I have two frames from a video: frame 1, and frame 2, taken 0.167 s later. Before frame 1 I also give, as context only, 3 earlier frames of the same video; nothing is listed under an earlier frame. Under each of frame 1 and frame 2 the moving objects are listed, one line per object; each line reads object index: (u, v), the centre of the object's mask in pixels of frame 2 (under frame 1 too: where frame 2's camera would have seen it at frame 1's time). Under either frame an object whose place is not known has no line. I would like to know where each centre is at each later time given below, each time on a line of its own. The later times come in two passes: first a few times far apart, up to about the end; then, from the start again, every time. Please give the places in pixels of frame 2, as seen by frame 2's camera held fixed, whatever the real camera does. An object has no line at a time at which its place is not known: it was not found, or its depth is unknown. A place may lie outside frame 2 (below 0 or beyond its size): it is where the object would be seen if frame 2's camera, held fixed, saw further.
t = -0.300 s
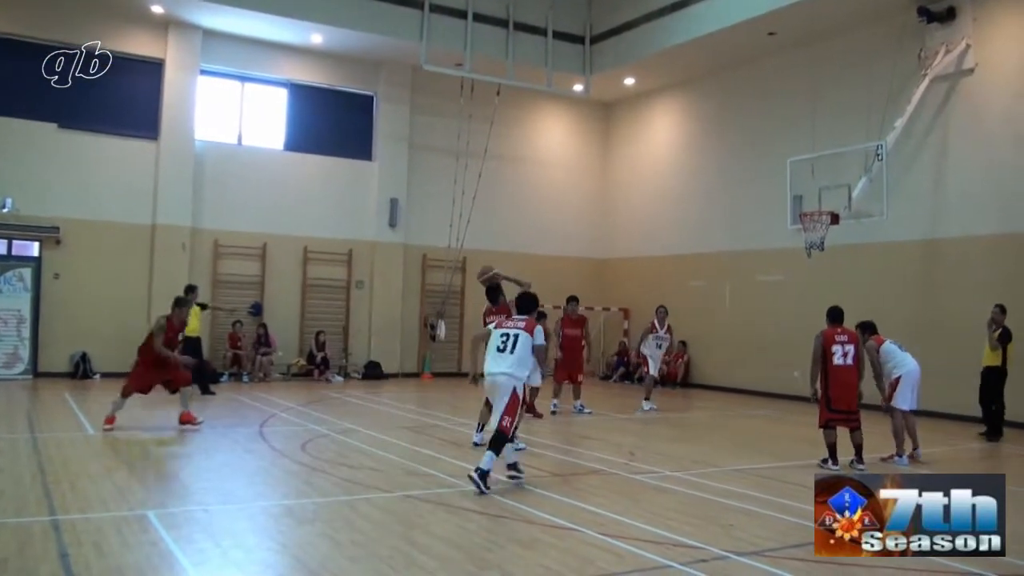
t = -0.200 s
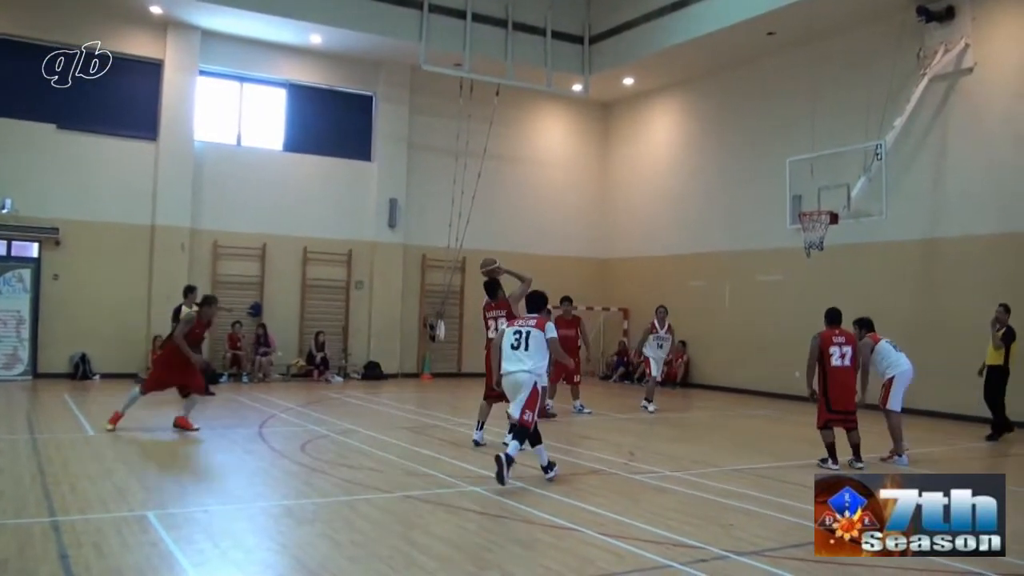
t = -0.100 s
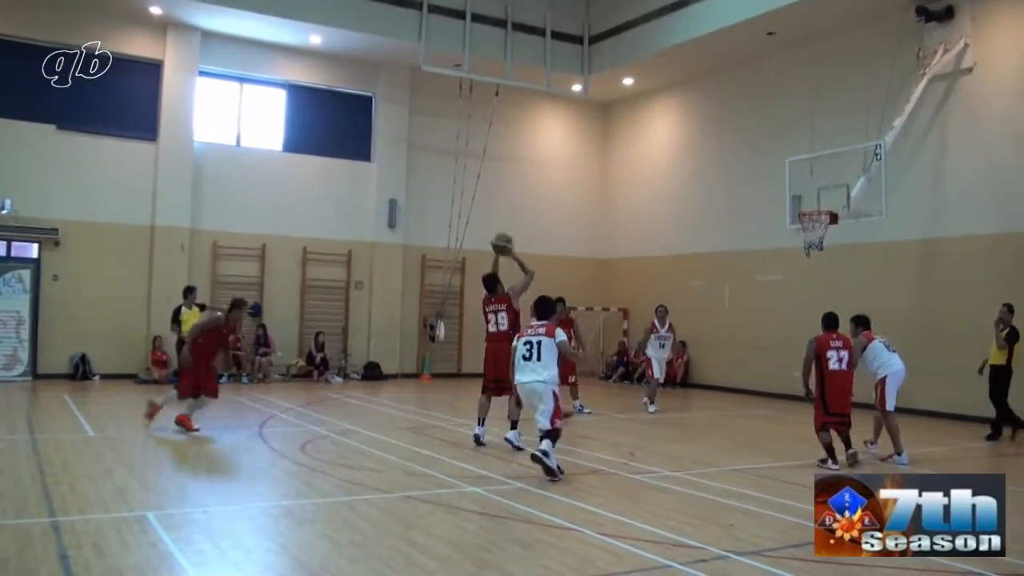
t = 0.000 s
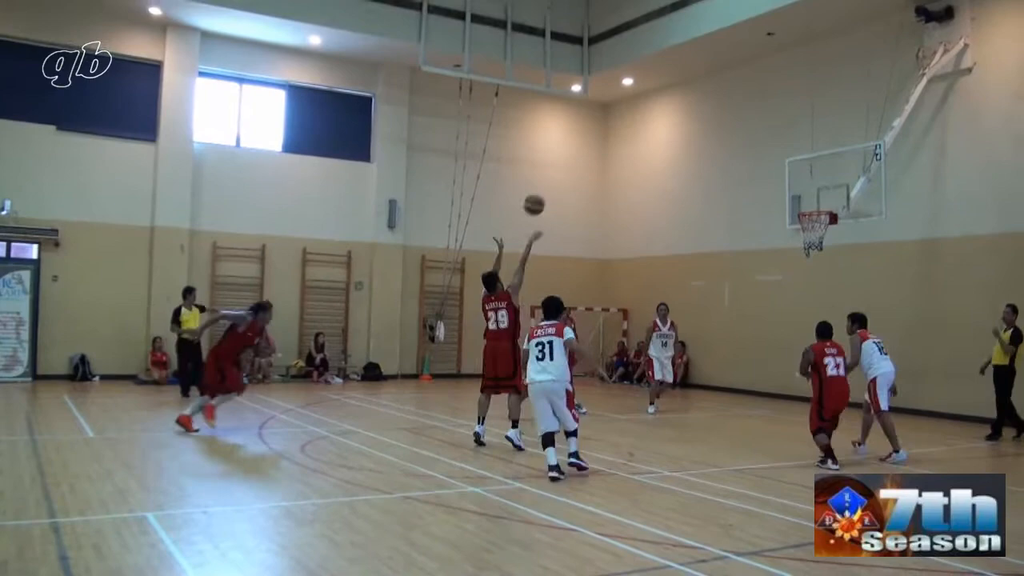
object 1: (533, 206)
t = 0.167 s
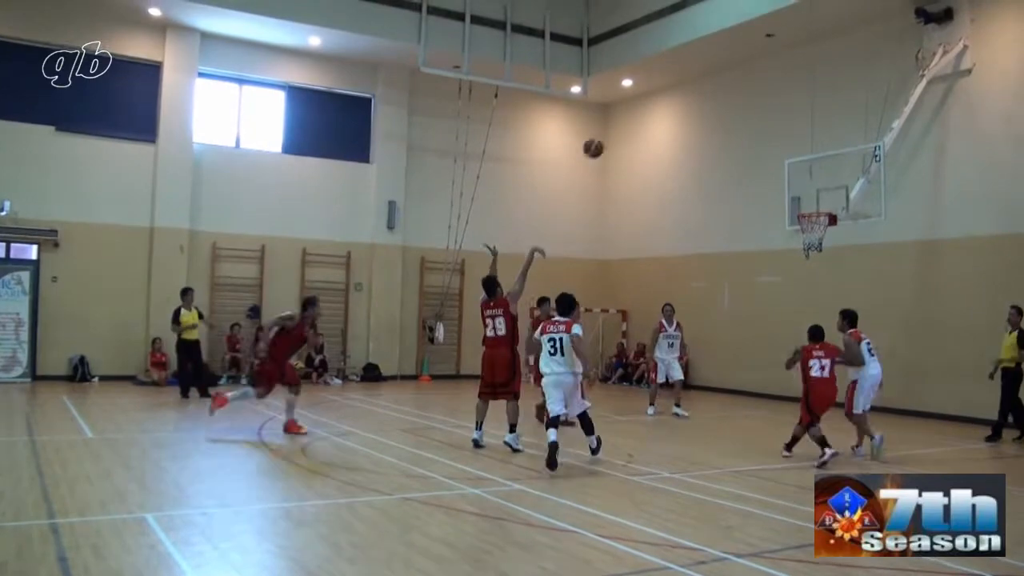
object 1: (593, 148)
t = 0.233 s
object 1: (616, 133)
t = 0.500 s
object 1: (697, 111)
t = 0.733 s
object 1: (758, 136)
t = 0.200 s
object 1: (605, 140)
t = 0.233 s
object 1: (616, 133)
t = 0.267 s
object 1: (627, 126)
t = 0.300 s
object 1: (637, 122)
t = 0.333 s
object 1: (648, 118)
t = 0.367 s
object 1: (658, 114)
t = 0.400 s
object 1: (668, 112)
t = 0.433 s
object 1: (678, 111)
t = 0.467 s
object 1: (687, 110)
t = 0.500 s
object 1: (697, 111)
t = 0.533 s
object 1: (706, 113)
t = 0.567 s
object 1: (715, 114)
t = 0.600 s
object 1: (724, 117)
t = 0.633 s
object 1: (733, 121)
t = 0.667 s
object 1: (741, 126)
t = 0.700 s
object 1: (749, 130)
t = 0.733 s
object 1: (758, 136)
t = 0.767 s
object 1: (766, 142)
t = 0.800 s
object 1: (774, 150)
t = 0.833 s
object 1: (782, 158)
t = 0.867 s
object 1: (789, 166)
